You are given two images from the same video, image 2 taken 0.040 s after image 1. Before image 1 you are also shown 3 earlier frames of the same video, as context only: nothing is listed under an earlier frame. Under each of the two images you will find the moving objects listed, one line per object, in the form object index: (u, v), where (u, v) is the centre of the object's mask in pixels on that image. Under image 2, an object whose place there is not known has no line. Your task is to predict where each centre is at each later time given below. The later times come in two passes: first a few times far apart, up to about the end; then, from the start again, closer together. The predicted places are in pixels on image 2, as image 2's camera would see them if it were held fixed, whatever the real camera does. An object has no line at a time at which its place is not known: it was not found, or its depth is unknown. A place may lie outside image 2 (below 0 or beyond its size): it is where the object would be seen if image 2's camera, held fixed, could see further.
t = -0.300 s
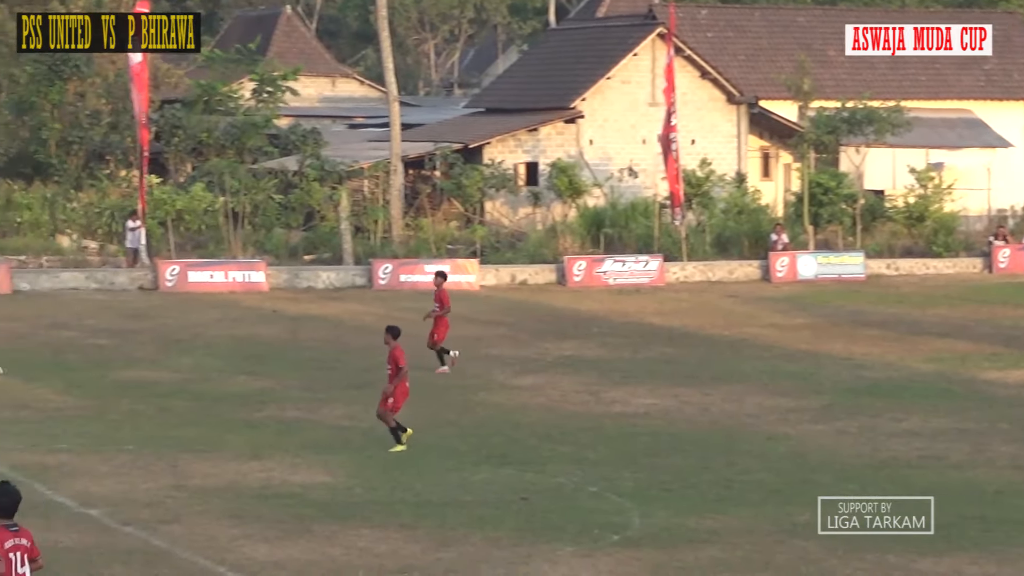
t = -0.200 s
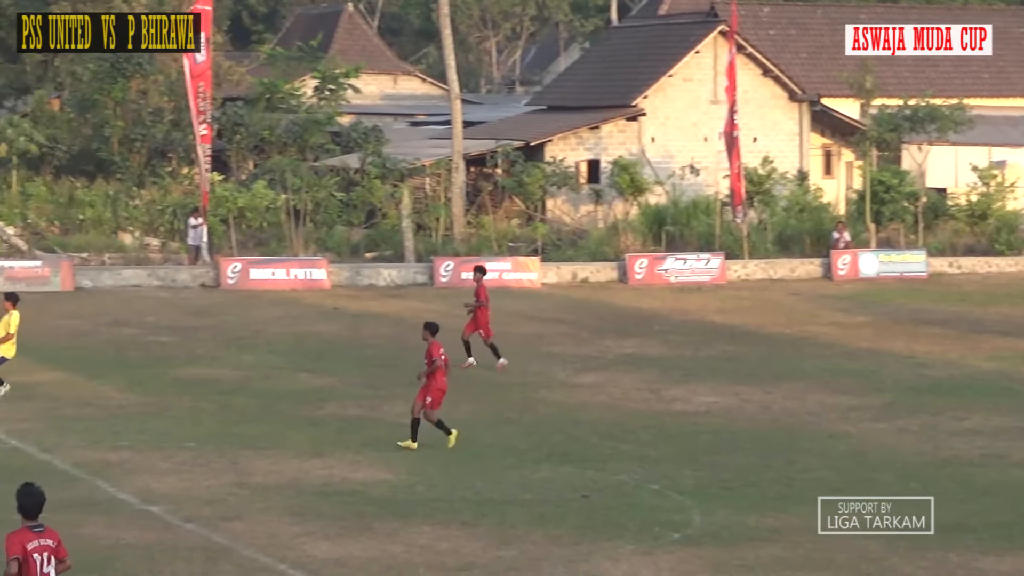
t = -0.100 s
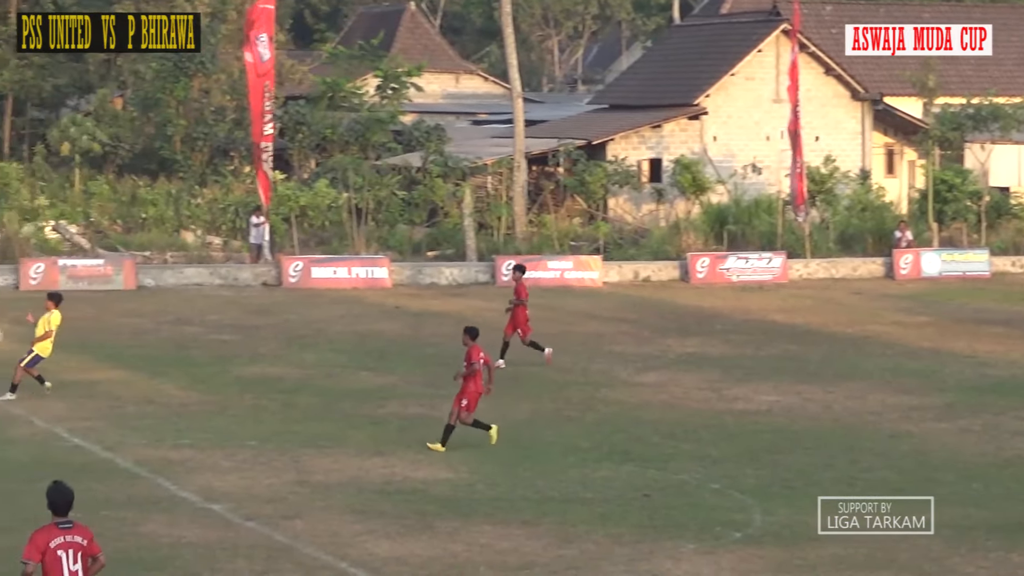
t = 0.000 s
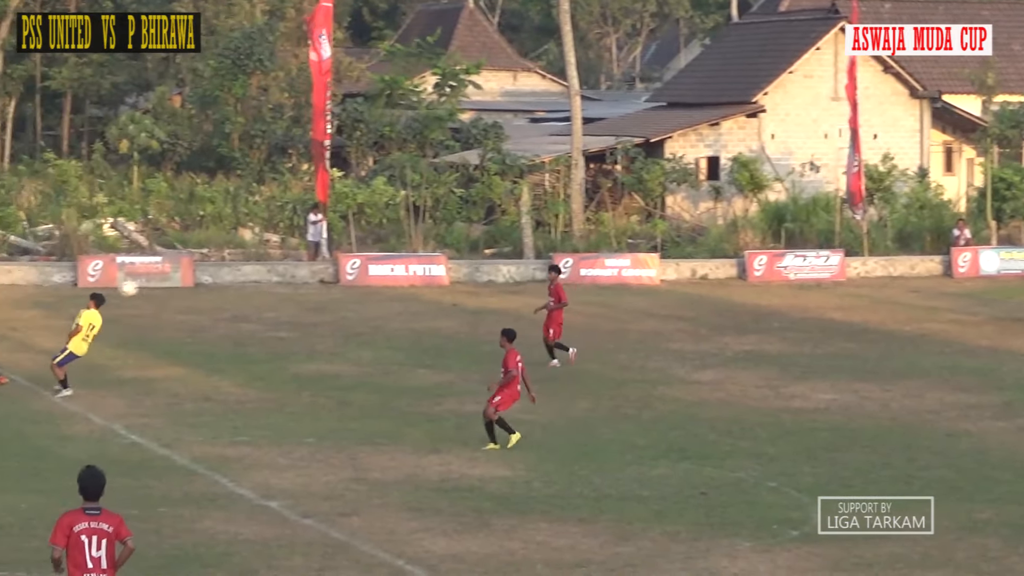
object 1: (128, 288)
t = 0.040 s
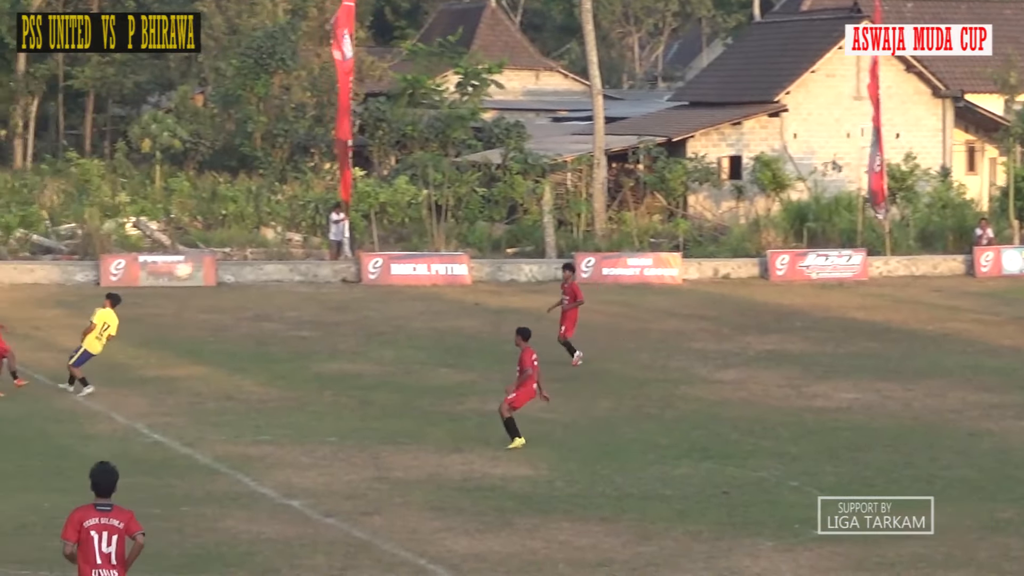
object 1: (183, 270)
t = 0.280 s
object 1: (369, 202)
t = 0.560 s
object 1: (595, 178)
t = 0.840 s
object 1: (821, 218)
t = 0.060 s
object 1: (196, 263)
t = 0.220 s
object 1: (320, 215)
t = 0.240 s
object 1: (337, 210)
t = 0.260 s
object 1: (353, 206)
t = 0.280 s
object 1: (369, 202)
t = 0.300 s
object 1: (385, 199)
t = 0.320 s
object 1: (402, 195)
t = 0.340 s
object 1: (418, 191)
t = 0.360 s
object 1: (434, 188)
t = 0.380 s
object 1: (450, 186)
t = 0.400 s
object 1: (466, 184)
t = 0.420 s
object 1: (482, 183)
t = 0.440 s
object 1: (497, 181)
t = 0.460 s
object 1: (515, 179)
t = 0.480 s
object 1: (531, 178)
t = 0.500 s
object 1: (547, 178)
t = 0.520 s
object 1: (563, 178)
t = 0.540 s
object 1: (579, 177)
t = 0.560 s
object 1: (595, 178)
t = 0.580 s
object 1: (612, 179)
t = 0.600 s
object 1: (627, 180)
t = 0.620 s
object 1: (642, 181)
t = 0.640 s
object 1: (658, 183)
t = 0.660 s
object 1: (674, 185)
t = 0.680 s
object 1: (691, 187)
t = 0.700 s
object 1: (707, 190)
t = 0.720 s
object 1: (723, 193)
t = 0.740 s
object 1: (739, 196)
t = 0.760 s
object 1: (755, 200)
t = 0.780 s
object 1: (772, 204)
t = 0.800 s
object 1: (788, 208)
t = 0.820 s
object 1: (804, 214)
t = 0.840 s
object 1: (821, 218)
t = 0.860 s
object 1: (837, 224)
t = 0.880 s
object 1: (853, 231)
